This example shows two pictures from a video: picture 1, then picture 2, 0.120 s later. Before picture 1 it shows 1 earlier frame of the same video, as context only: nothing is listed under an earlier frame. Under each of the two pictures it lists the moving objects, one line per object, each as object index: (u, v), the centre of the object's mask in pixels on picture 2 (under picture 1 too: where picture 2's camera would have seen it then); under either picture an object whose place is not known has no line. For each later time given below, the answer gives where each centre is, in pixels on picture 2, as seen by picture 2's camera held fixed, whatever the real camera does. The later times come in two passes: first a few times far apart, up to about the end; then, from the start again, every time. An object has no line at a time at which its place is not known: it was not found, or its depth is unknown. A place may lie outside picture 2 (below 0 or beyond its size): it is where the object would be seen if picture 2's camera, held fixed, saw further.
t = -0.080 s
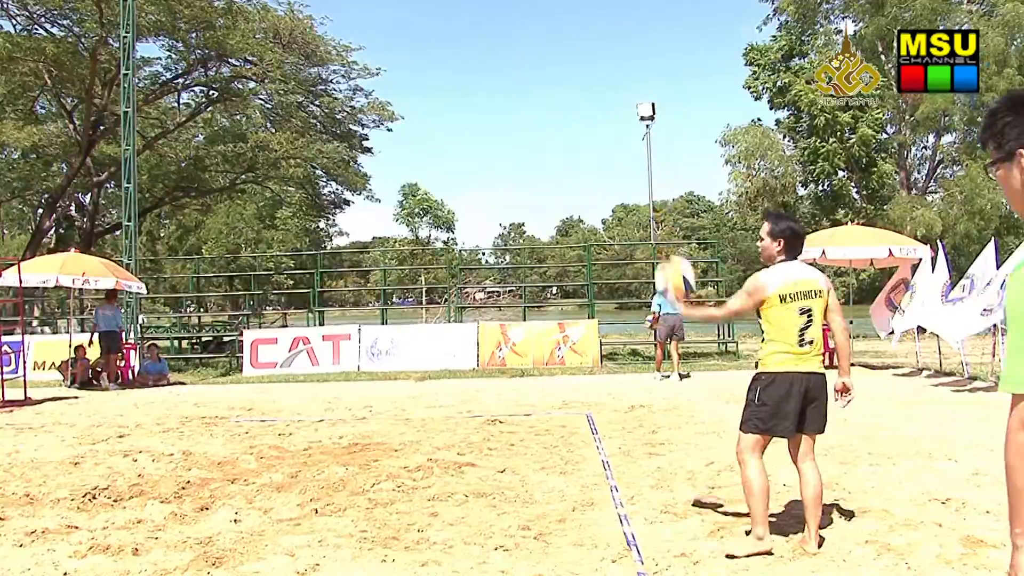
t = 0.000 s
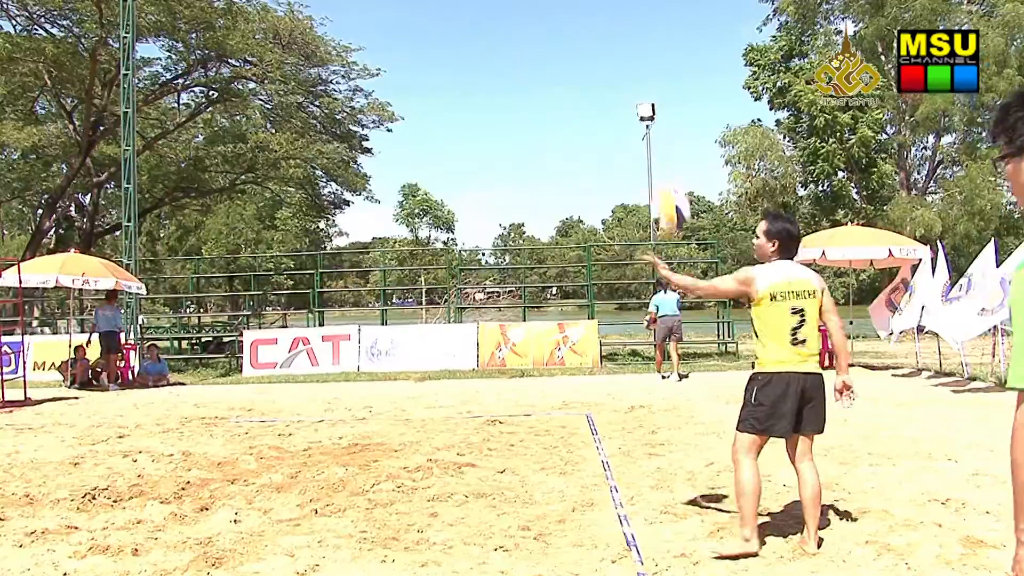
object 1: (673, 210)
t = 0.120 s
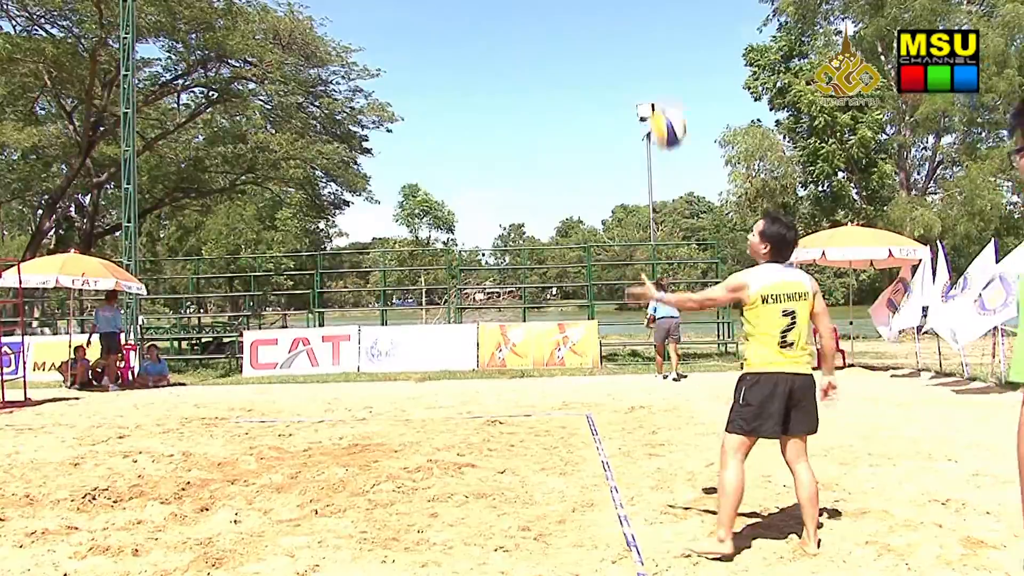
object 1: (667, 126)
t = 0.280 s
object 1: (660, 60)
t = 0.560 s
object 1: (655, 52)
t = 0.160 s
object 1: (665, 106)
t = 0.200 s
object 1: (663, 88)
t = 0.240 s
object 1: (662, 72)
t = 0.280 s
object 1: (660, 60)
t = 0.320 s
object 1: (659, 49)
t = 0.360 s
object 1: (659, 42)
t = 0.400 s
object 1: (658, 38)
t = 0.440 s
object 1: (657, 37)
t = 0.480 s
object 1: (656, 38)
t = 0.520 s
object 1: (656, 43)
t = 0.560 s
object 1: (655, 52)
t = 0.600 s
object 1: (654, 63)
